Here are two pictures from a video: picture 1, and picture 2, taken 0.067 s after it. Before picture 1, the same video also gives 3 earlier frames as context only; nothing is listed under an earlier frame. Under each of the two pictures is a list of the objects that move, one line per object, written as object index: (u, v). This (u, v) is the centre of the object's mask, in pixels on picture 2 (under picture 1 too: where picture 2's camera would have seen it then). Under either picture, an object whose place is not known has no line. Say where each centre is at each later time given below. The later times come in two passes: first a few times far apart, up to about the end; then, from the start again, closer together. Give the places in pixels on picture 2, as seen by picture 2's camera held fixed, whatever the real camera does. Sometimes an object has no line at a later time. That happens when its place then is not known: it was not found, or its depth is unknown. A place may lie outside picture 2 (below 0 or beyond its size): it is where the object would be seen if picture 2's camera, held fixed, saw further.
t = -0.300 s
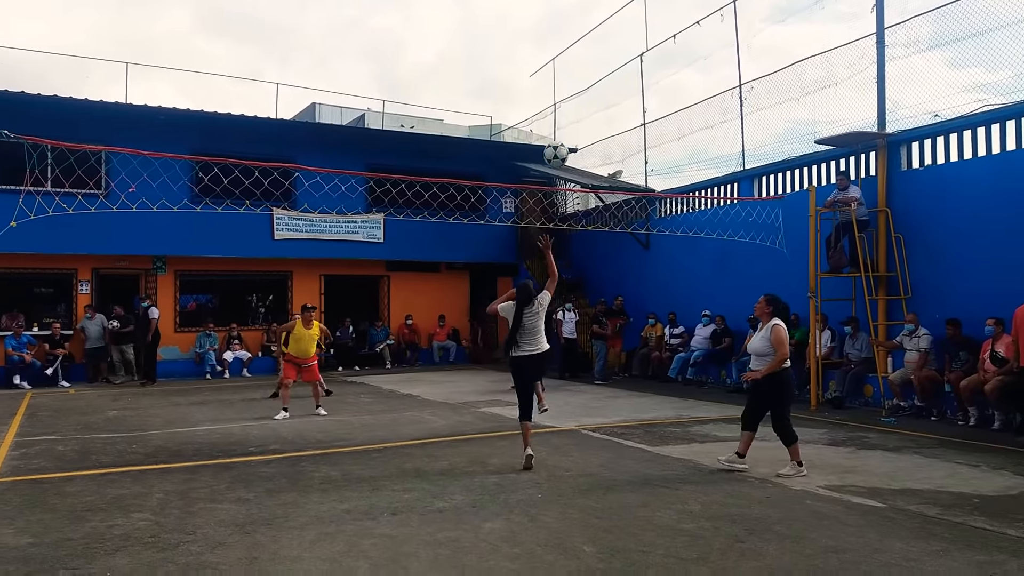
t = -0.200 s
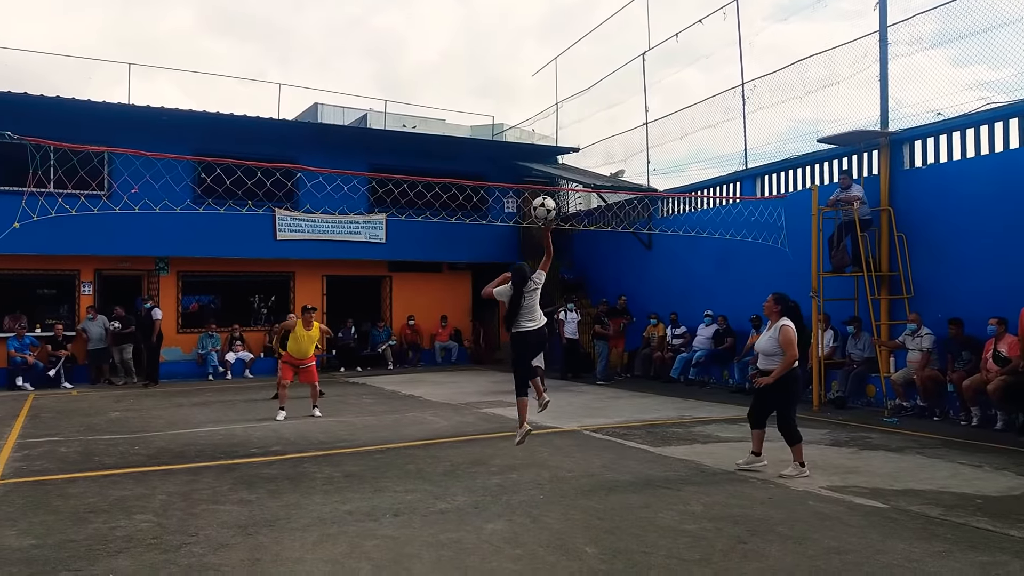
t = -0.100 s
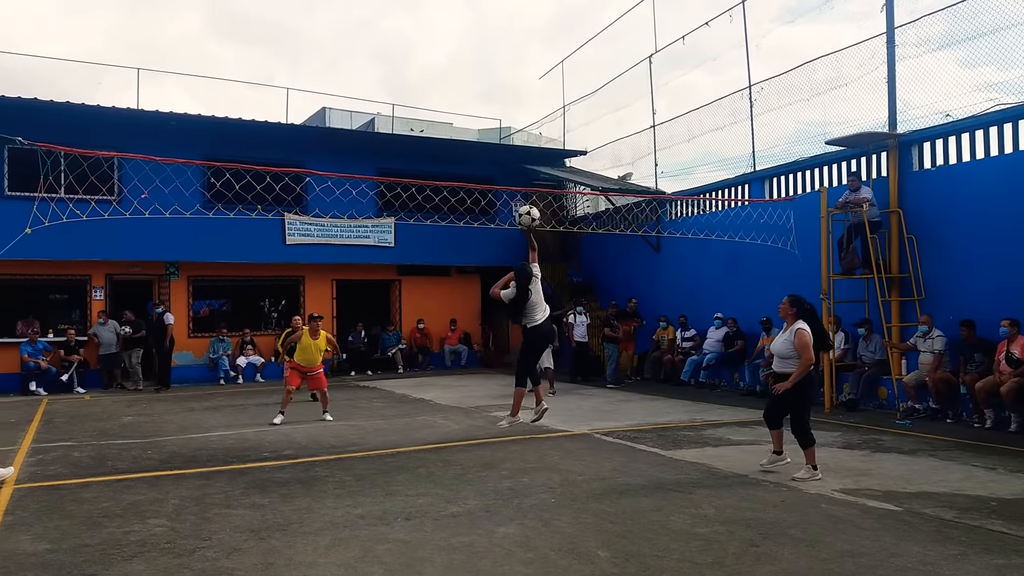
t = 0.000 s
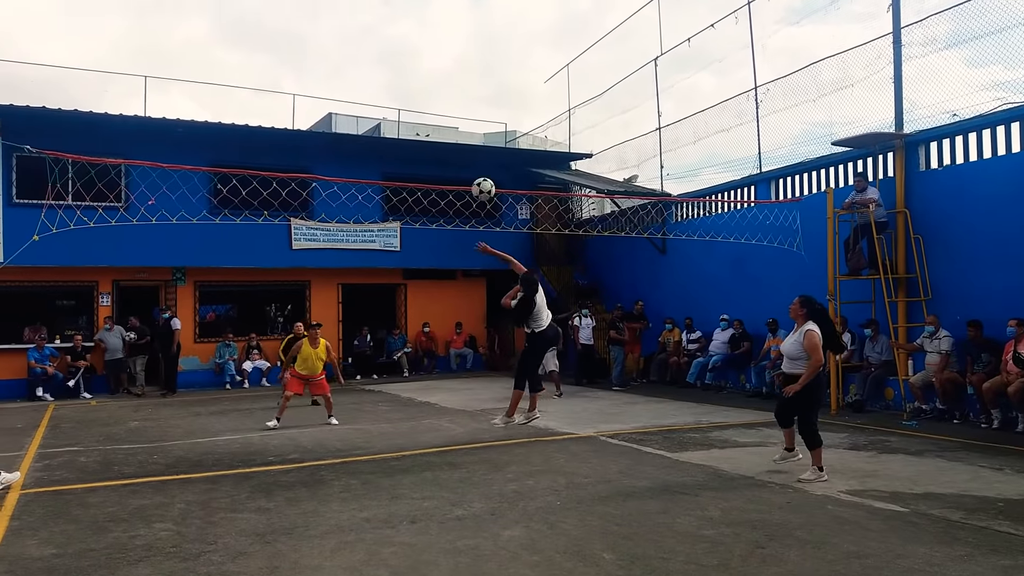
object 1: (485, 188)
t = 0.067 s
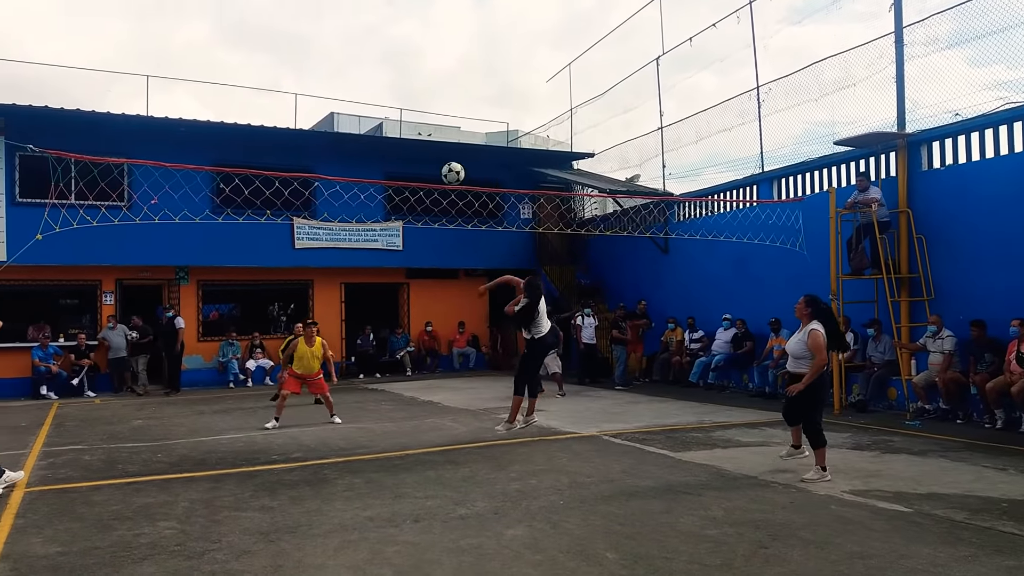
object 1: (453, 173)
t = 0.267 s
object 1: (369, 154)
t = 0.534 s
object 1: (278, 185)
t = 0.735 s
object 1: (222, 236)
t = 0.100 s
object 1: (437, 167)
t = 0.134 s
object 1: (423, 163)
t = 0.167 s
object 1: (408, 159)
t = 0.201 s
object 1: (395, 156)
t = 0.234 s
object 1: (381, 155)
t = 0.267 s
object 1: (369, 154)
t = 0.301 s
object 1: (356, 155)
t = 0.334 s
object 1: (344, 157)
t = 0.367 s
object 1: (332, 159)
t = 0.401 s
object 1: (321, 163)
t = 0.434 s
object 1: (310, 166)
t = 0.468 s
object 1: (299, 169)
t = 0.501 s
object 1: (289, 178)
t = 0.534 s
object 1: (278, 185)
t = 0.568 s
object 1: (269, 191)
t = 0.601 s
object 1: (259, 199)
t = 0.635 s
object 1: (250, 207)
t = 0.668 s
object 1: (240, 215)
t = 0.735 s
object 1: (222, 236)
